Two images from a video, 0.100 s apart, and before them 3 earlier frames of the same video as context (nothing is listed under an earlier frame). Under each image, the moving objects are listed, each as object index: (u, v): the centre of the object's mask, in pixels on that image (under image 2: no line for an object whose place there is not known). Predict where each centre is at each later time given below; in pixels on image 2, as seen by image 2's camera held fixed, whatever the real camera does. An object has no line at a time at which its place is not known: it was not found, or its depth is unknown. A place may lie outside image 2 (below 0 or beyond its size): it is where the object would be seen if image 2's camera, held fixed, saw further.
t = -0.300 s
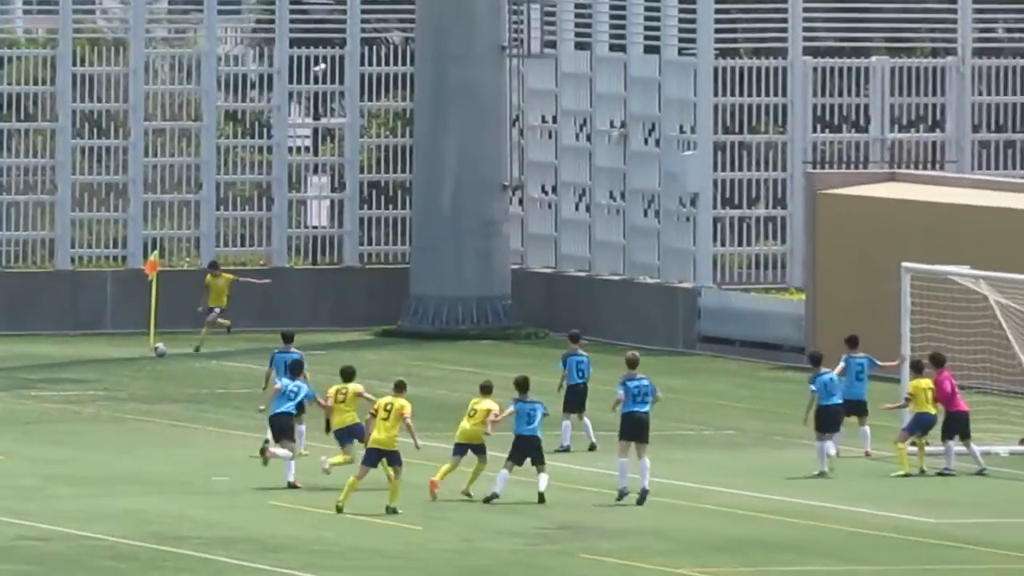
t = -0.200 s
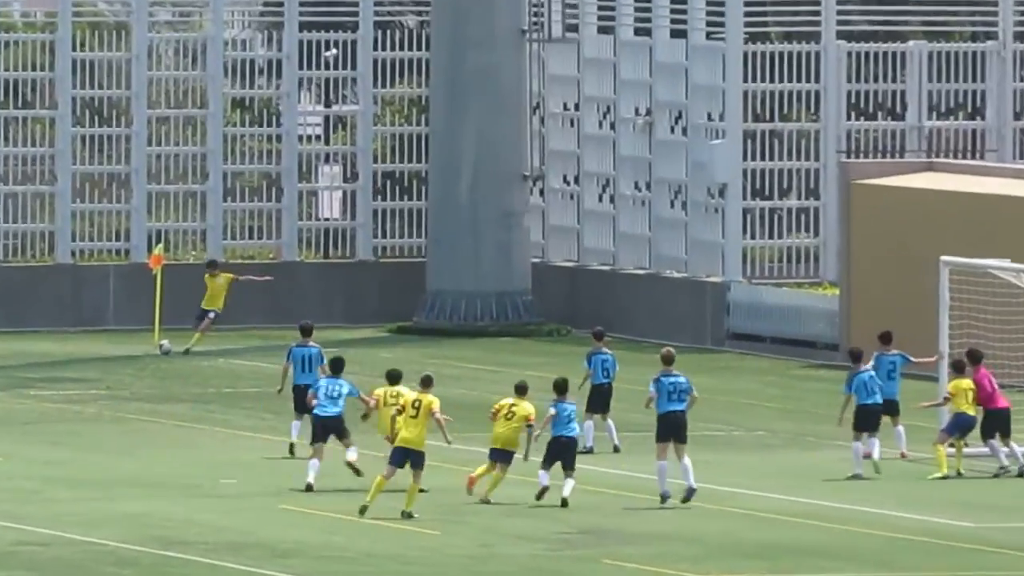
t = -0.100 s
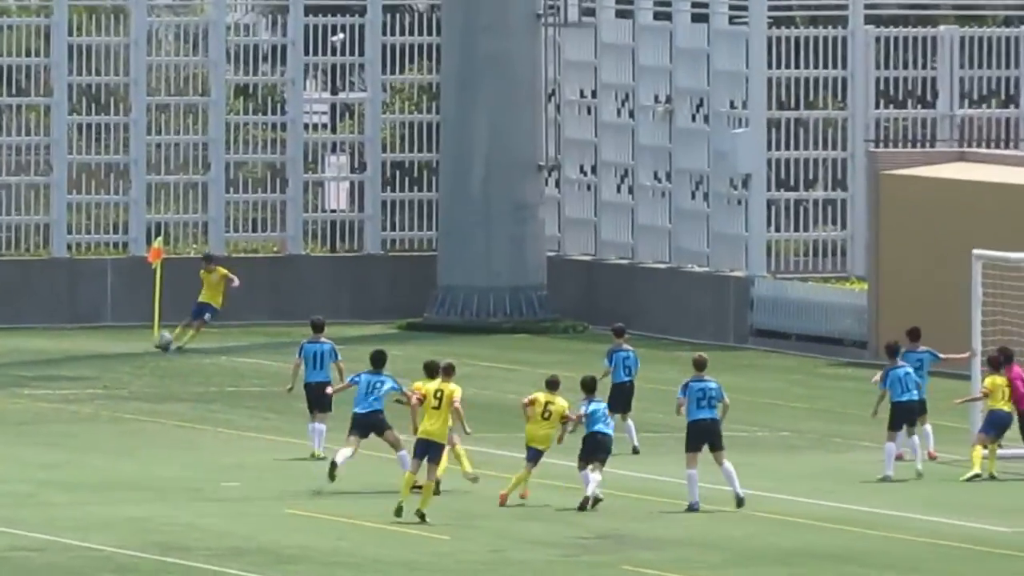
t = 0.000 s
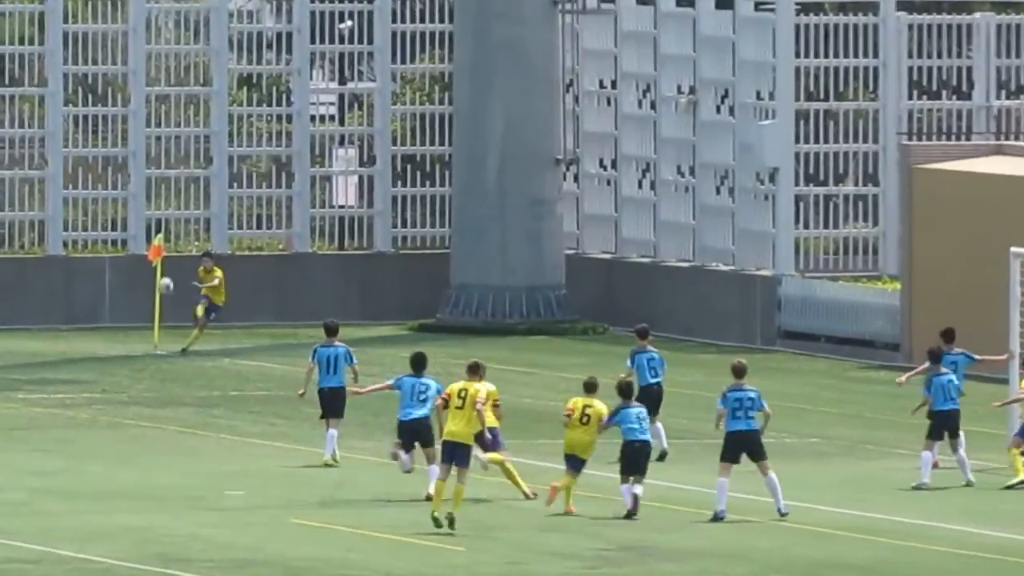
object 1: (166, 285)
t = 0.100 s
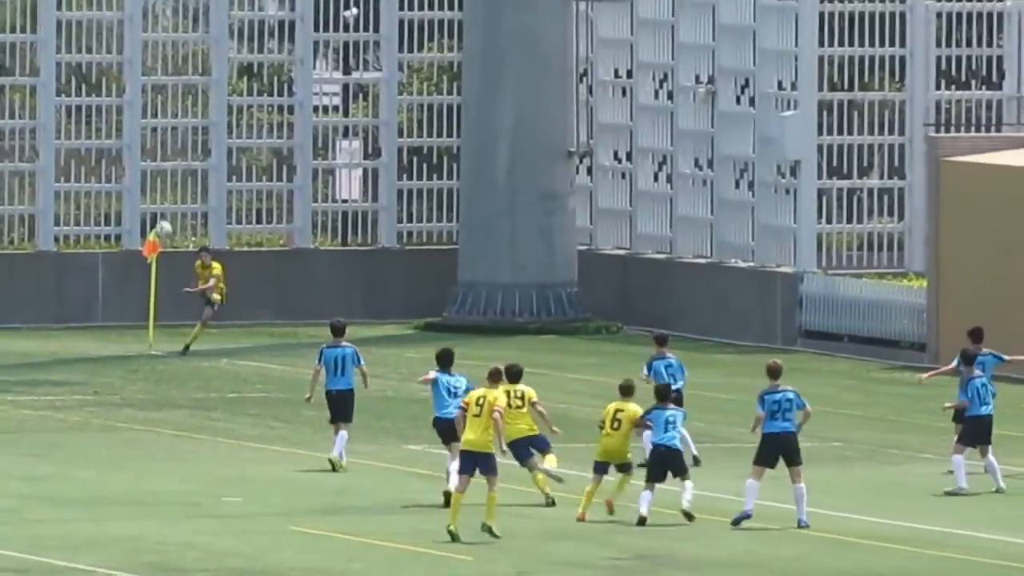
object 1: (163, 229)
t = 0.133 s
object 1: (165, 211)
